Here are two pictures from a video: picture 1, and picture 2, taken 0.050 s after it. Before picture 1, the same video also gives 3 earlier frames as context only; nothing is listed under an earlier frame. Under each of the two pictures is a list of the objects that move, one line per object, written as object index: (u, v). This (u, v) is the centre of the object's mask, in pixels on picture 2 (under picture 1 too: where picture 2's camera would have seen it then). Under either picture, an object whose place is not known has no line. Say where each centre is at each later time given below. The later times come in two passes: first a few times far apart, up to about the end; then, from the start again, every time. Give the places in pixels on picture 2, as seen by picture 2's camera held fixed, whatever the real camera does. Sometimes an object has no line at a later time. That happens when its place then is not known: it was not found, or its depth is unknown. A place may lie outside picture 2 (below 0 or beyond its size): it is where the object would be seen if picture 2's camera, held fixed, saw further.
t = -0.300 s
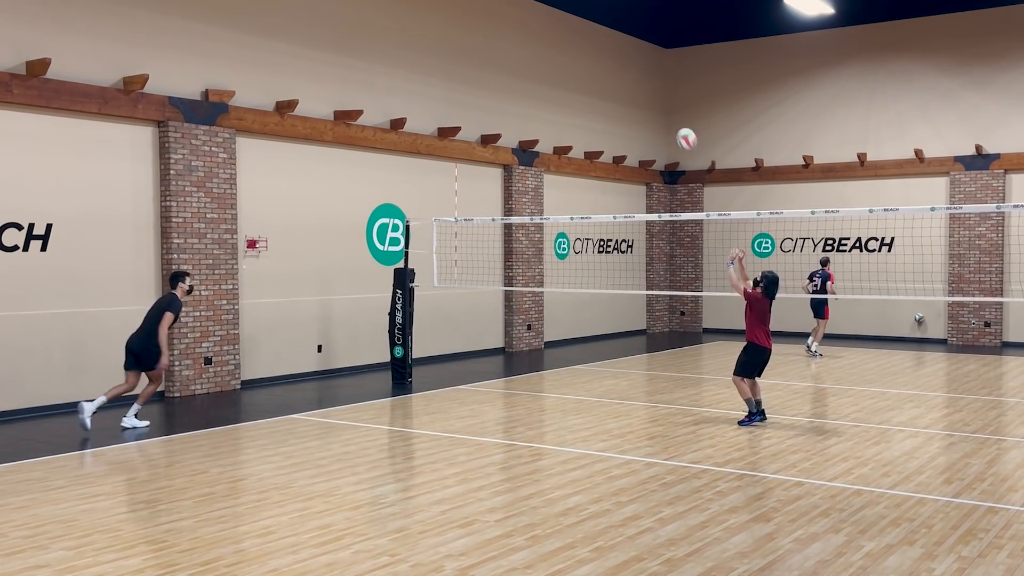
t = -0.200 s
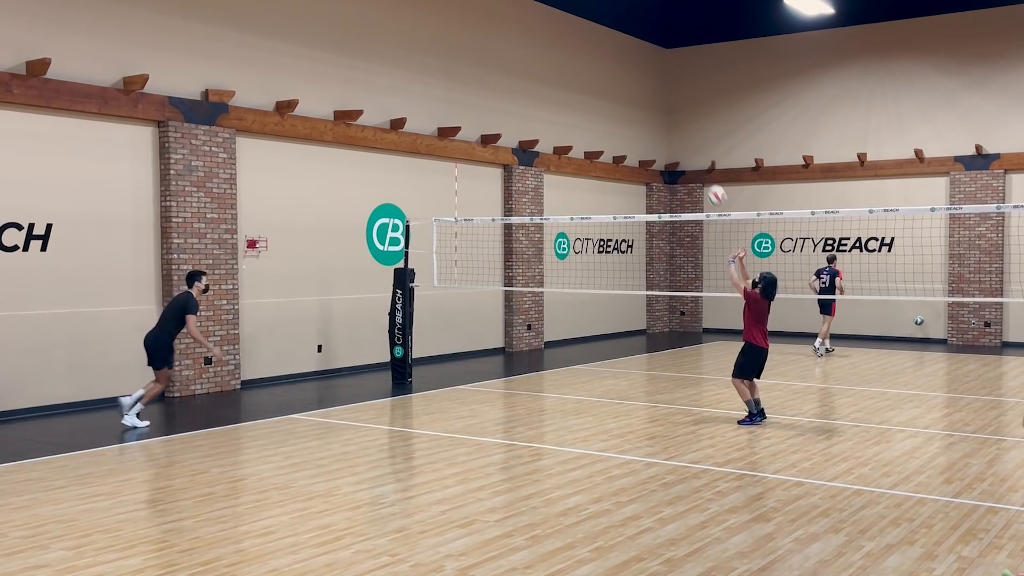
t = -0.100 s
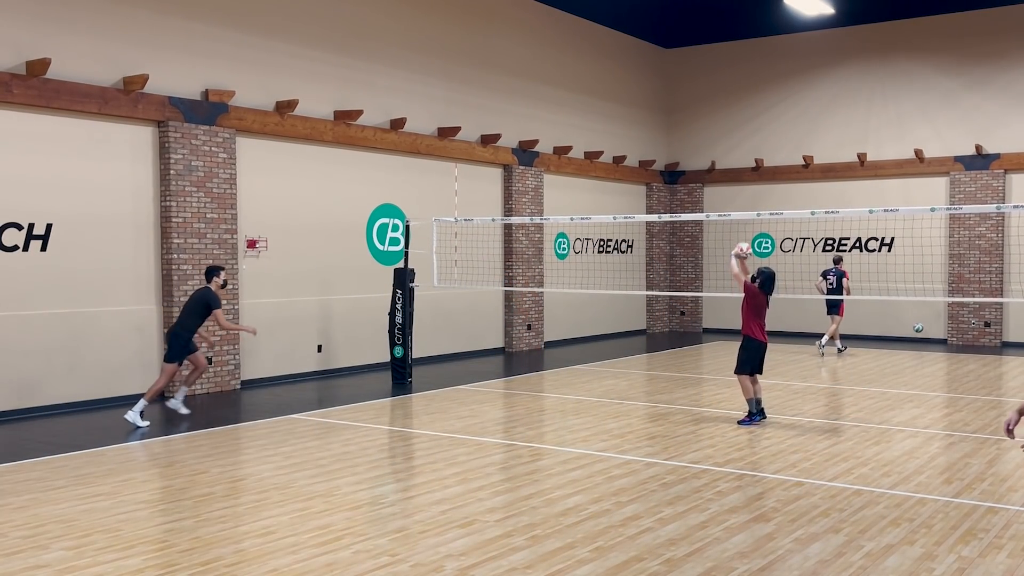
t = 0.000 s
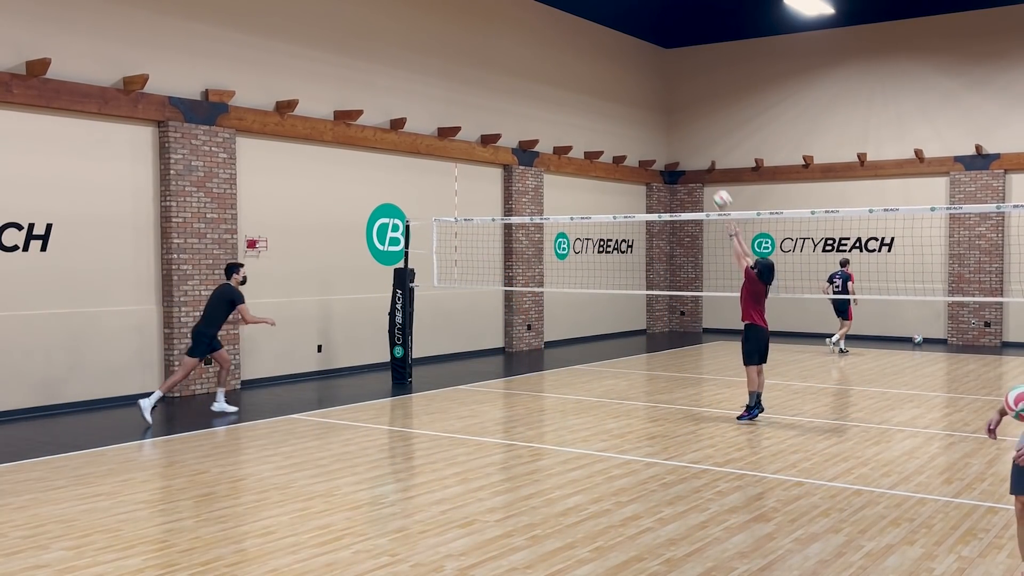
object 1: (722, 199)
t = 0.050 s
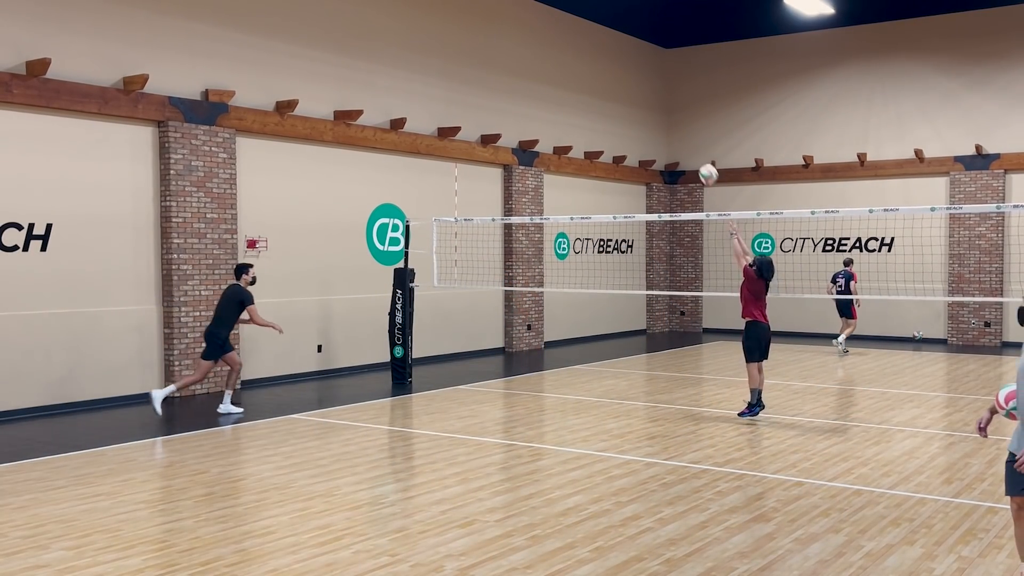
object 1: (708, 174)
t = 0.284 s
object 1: (647, 85)
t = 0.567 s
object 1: (583, 42)
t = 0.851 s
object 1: (527, 64)
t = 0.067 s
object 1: (703, 166)
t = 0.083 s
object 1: (699, 158)
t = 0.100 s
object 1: (694, 150)
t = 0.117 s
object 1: (690, 143)
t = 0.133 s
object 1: (685, 136)
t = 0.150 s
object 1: (681, 129)
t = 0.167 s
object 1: (677, 122)
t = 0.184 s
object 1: (672, 116)
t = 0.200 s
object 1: (668, 110)
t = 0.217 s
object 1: (664, 105)
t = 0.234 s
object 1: (659, 99)
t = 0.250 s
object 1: (655, 94)
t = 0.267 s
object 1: (651, 89)
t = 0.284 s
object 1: (647, 85)
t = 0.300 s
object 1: (643, 80)
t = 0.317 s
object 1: (639, 76)
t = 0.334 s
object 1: (635, 72)
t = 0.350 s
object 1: (631, 68)
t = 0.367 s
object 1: (627, 65)
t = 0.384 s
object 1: (623, 62)
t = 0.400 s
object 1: (620, 59)
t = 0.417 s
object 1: (616, 56)
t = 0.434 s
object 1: (612, 53)
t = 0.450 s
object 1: (608, 51)
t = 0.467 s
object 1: (604, 49)
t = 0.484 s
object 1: (601, 47)
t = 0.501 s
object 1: (597, 45)
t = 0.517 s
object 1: (594, 44)
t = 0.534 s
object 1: (590, 43)
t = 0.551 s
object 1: (587, 42)
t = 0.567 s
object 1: (583, 42)
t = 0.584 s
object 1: (579, 41)
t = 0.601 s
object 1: (576, 41)
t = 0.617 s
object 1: (572, 41)
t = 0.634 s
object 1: (569, 42)
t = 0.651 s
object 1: (565, 42)
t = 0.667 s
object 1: (562, 43)
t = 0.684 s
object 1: (559, 44)
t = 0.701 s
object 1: (555, 45)
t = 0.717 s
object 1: (552, 46)
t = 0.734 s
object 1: (549, 48)
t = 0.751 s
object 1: (546, 49)
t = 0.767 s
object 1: (543, 51)
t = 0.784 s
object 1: (539, 53)
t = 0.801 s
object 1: (536, 55)
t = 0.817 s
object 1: (533, 58)
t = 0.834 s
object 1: (530, 61)
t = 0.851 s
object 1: (527, 64)
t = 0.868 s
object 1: (524, 66)
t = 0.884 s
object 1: (521, 70)
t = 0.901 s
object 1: (518, 73)
